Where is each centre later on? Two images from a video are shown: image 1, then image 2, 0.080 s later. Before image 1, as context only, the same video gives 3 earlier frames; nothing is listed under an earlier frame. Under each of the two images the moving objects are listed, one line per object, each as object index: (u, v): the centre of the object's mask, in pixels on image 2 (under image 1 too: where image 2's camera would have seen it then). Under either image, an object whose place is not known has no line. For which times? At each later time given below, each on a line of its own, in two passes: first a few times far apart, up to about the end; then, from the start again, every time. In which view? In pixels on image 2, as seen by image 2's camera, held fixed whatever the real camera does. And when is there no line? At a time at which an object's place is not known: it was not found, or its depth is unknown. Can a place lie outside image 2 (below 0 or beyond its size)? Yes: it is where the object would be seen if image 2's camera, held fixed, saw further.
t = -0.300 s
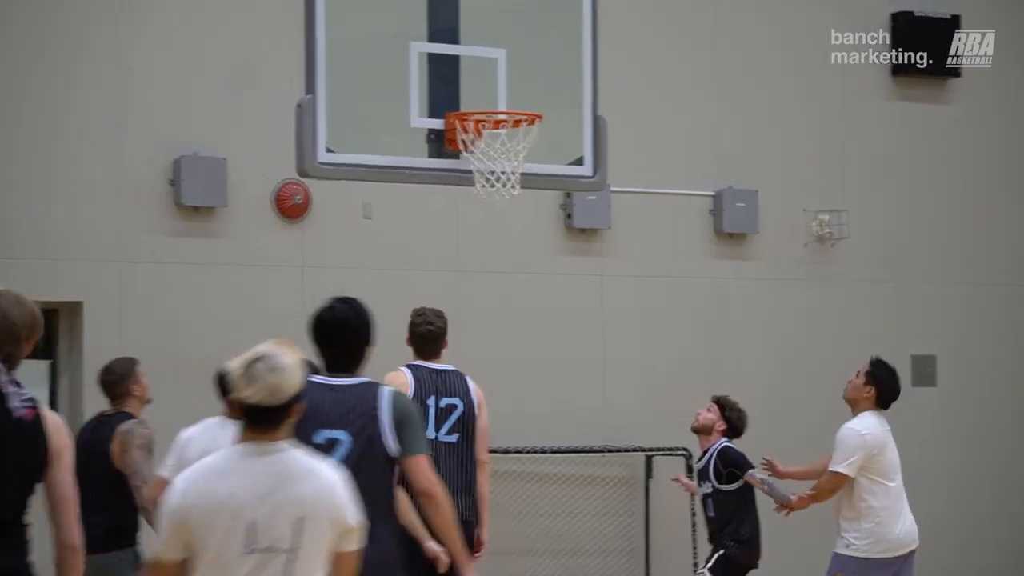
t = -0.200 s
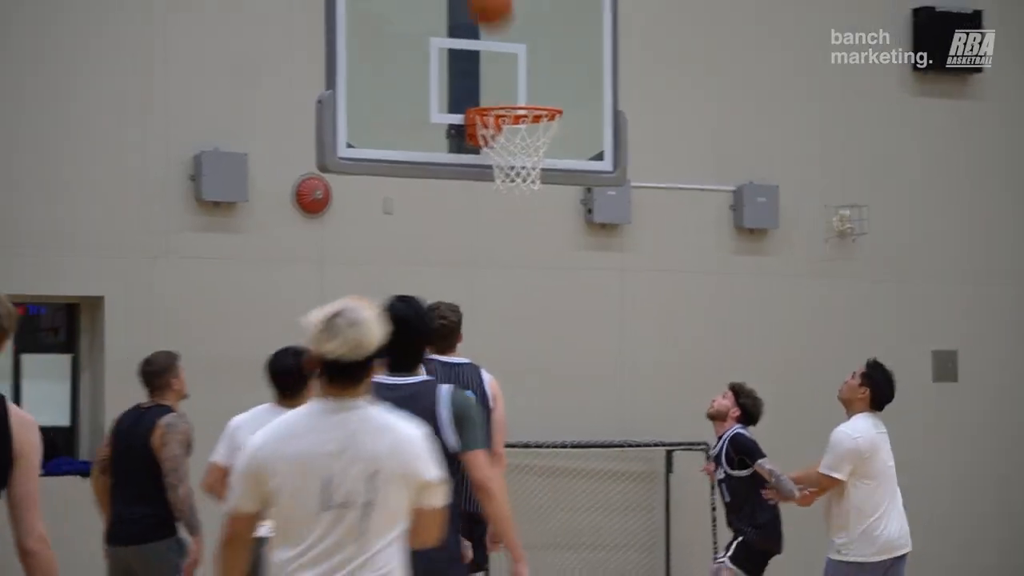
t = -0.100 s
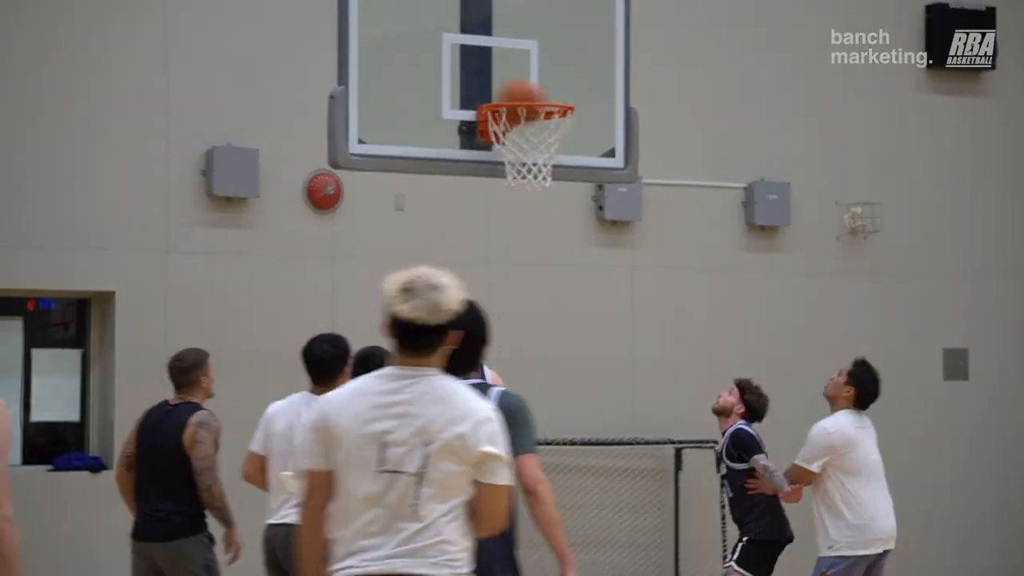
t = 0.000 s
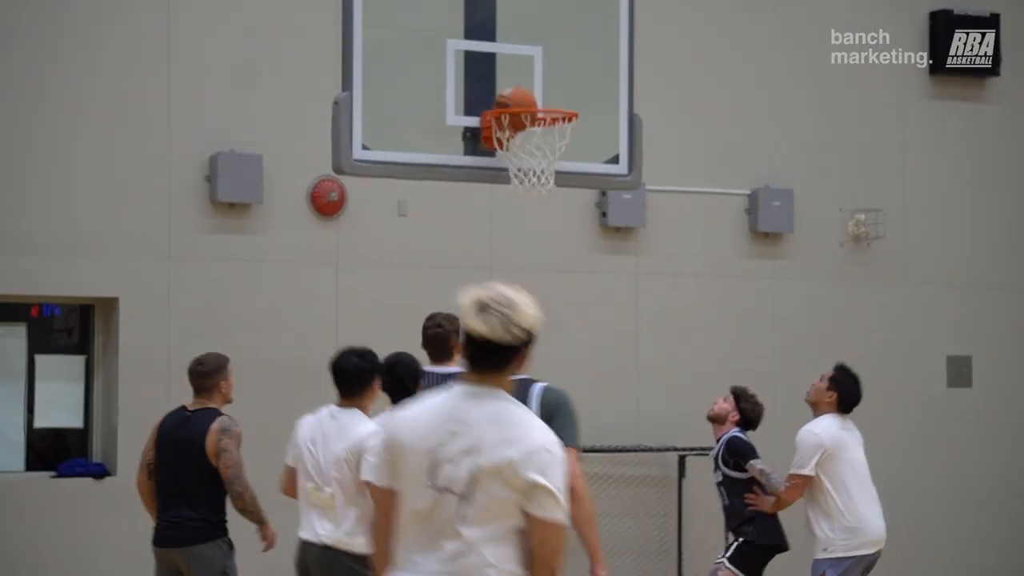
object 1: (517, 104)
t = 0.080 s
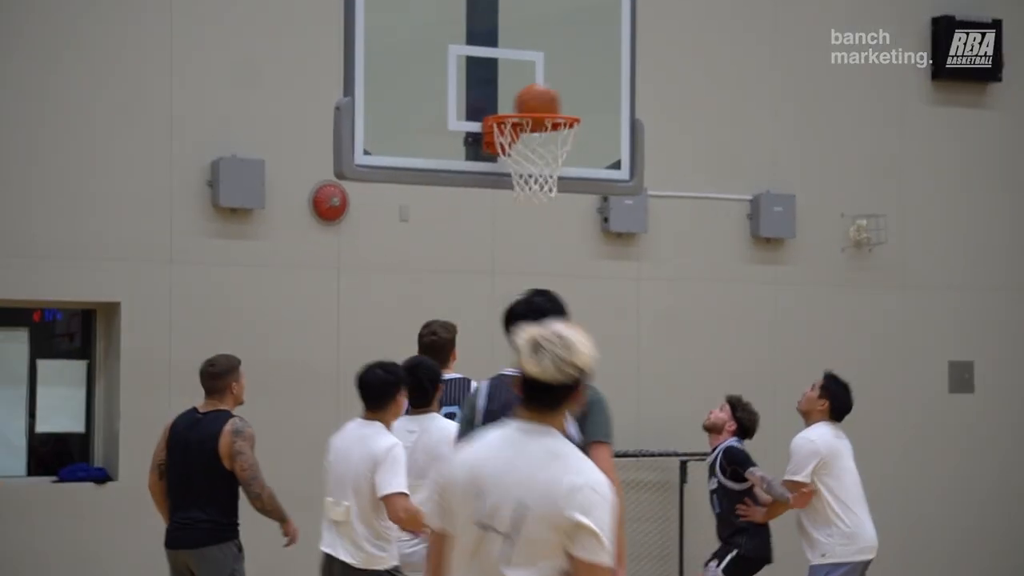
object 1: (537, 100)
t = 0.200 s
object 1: (593, 87)
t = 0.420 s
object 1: (698, 121)
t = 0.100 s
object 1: (547, 97)
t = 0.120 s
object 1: (556, 95)
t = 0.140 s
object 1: (565, 92)
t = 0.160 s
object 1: (575, 90)
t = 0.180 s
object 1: (584, 88)
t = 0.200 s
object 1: (593, 87)
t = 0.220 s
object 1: (603, 86)
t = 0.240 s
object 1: (612, 86)
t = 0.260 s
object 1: (622, 87)
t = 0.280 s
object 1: (631, 89)
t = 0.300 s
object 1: (642, 91)
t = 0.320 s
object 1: (651, 94)
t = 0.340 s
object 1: (660, 98)
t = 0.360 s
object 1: (670, 102)
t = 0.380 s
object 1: (680, 108)
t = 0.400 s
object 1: (689, 114)
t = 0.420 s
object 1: (698, 121)
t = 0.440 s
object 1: (708, 128)
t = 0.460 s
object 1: (718, 136)
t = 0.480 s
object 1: (728, 145)
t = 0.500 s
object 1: (738, 155)
